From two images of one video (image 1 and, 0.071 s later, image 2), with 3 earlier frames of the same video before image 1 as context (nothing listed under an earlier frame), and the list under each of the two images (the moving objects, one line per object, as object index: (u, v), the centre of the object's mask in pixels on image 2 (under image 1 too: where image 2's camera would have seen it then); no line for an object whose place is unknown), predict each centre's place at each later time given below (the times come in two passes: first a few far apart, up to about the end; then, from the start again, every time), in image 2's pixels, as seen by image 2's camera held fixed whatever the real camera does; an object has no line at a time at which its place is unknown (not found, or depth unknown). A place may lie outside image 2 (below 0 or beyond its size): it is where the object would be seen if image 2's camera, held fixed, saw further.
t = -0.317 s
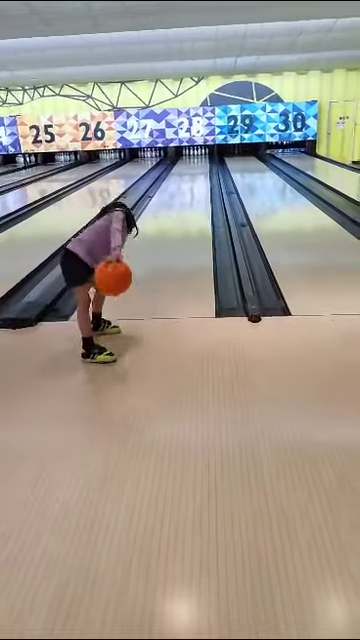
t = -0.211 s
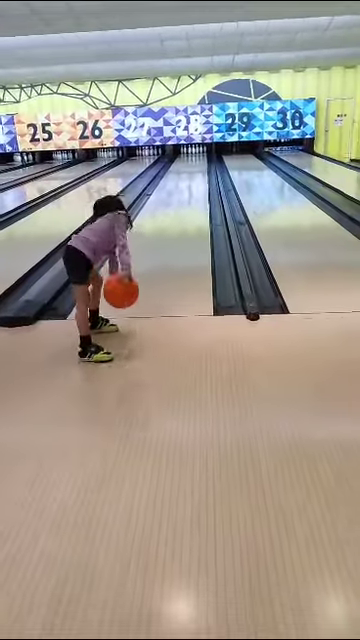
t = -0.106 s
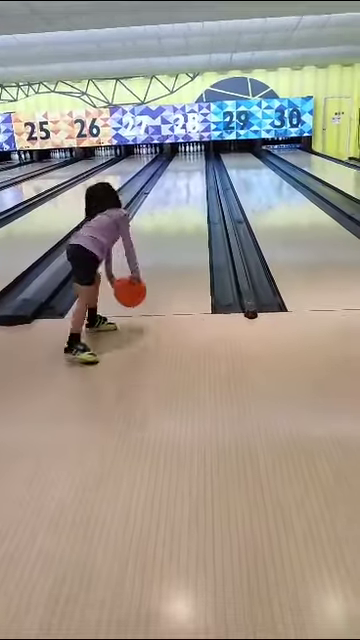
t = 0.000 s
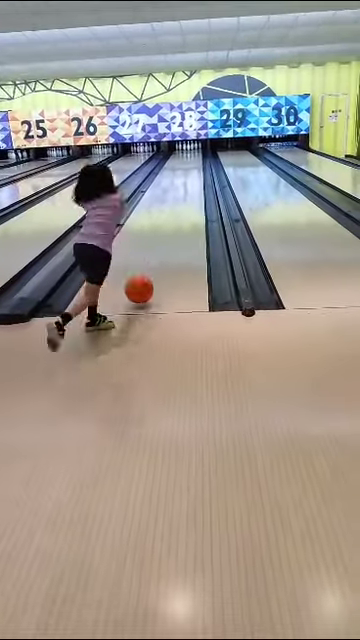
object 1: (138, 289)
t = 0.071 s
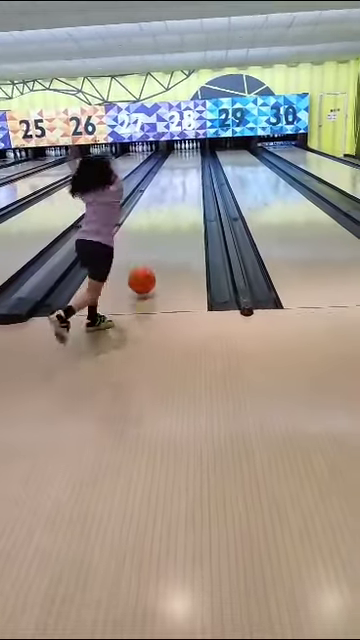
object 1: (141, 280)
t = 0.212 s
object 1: (149, 268)
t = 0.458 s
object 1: (157, 248)
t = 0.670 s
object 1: (162, 233)
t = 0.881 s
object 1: (166, 223)
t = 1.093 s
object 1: (168, 215)
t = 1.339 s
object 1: (170, 206)
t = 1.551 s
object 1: (170, 200)
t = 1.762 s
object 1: (171, 195)
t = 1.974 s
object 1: (171, 191)
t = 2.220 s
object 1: (171, 186)
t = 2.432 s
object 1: (170, 182)
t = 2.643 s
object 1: (169, 180)
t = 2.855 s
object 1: (168, 177)
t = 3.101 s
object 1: (167, 174)
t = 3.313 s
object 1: (166, 173)
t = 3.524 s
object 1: (165, 171)
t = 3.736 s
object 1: (164, 169)
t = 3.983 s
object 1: (163, 166)
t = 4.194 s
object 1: (162, 165)
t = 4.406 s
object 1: (161, 163)
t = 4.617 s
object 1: (159, 163)
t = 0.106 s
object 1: (143, 276)
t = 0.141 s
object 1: (145, 274)
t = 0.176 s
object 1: (147, 270)
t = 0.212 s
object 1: (149, 268)
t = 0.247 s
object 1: (150, 265)
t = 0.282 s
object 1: (151, 262)
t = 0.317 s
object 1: (152, 258)
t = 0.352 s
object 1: (153, 256)
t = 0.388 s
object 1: (155, 253)
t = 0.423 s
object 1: (156, 251)
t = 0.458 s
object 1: (157, 248)
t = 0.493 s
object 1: (158, 246)
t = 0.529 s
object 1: (159, 244)
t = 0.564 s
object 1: (159, 241)
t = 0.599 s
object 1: (161, 237)
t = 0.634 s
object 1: (161, 235)
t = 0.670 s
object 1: (162, 233)
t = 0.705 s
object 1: (163, 232)
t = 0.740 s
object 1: (164, 229)
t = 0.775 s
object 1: (164, 228)
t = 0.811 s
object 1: (165, 226)
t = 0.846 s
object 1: (165, 224)
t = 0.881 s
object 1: (166, 223)
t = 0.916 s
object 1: (166, 222)
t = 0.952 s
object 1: (166, 220)
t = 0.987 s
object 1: (167, 218)
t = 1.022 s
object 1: (167, 217)
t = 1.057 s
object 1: (167, 216)
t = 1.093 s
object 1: (168, 215)
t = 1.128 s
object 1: (168, 213)
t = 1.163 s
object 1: (168, 212)
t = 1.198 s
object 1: (169, 210)
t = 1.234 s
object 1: (169, 209)
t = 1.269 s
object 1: (169, 208)
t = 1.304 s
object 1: (169, 207)
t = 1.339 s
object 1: (170, 206)
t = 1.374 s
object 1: (170, 205)
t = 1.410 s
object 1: (170, 204)
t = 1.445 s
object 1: (170, 202)
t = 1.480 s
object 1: (170, 201)
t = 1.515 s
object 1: (170, 201)
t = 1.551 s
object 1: (170, 200)
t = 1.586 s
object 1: (171, 199)
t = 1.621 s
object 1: (171, 199)
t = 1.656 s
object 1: (171, 198)
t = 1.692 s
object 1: (171, 197)
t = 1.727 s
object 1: (171, 196)
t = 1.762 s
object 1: (171, 195)
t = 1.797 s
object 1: (171, 194)
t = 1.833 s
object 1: (171, 193)
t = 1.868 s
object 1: (171, 193)
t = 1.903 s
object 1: (171, 192)
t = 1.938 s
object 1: (171, 191)
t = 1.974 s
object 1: (171, 191)
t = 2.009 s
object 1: (171, 190)
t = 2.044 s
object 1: (171, 189)
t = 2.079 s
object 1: (171, 189)
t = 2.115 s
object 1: (171, 188)
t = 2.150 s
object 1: (171, 187)
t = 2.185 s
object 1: (171, 187)
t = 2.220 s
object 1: (171, 186)
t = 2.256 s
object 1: (170, 185)
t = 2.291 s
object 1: (170, 185)
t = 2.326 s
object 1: (170, 184)
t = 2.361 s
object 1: (170, 184)
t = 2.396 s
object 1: (170, 183)
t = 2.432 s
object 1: (170, 182)
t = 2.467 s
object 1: (170, 182)
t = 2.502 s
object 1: (170, 182)
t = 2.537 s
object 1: (169, 181)
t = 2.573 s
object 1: (169, 180)
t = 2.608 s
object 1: (169, 180)
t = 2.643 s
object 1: (169, 180)
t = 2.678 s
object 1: (169, 179)
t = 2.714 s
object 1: (169, 178)
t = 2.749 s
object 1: (168, 178)
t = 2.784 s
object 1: (168, 178)
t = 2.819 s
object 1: (168, 178)
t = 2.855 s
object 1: (168, 177)
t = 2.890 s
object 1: (168, 177)
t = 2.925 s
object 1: (168, 177)
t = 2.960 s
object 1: (168, 177)
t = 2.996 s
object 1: (167, 176)
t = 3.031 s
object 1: (167, 175)
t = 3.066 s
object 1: (167, 175)
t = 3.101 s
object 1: (167, 174)
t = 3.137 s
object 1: (167, 174)
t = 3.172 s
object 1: (166, 173)
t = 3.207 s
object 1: (166, 173)
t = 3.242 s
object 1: (166, 173)
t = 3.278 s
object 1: (166, 172)
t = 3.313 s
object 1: (166, 173)
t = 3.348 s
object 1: (166, 172)
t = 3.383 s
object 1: (166, 172)
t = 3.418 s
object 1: (166, 171)
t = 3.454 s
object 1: (165, 171)
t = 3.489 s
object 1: (165, 171)
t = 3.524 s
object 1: (165, 171)
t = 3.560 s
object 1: (165, 170)
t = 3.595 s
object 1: (165, 170)
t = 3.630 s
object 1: (165, 170)
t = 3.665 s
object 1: (164, 169)
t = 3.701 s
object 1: (164, 169)
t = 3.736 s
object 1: (164, 169)
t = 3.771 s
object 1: (163, 168)
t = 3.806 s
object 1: (164, 167)
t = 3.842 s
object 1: (164, 167)
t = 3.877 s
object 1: (163, 167)
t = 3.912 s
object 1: (163, 167)
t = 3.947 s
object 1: (164, 166)
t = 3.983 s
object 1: (163, 166)
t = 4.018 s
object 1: (163, 166)
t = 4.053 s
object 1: (163, 166)
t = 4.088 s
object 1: (162, 165)
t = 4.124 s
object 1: (162, 165)
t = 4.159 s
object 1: (162, 165)
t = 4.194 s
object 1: (162, 165)
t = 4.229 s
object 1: (161, 164)
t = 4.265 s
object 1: (161, 164)
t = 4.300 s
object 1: (161, 164)
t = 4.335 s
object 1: (161, 163)
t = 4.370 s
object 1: (160, 163)
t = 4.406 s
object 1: (161, 163)
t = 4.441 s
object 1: (160, 163)
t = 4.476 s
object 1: (160, 163)
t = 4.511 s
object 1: (160, 163)
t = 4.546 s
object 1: (160, 162)
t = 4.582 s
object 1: (159, 163)
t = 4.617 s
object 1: (159, 163)
